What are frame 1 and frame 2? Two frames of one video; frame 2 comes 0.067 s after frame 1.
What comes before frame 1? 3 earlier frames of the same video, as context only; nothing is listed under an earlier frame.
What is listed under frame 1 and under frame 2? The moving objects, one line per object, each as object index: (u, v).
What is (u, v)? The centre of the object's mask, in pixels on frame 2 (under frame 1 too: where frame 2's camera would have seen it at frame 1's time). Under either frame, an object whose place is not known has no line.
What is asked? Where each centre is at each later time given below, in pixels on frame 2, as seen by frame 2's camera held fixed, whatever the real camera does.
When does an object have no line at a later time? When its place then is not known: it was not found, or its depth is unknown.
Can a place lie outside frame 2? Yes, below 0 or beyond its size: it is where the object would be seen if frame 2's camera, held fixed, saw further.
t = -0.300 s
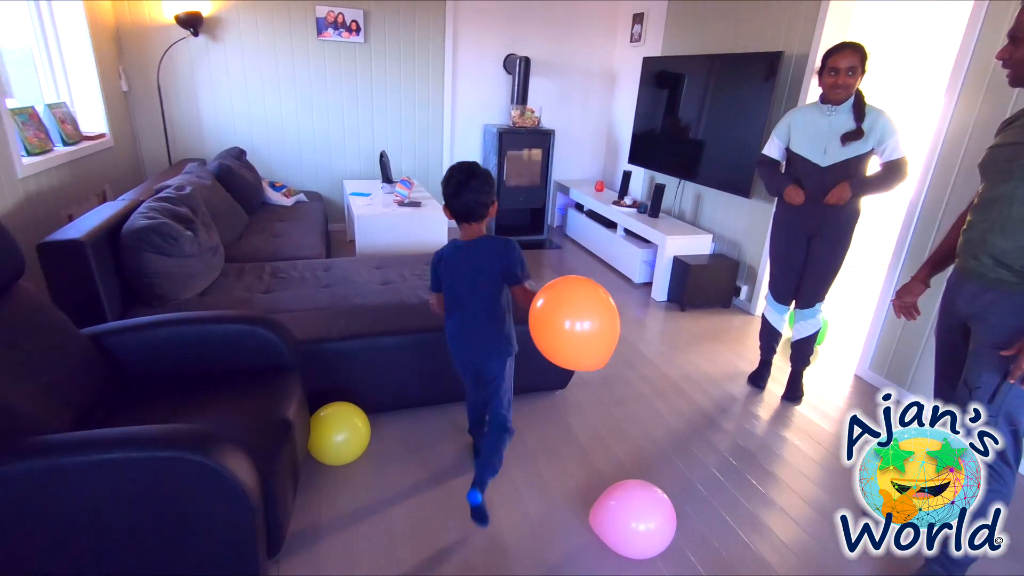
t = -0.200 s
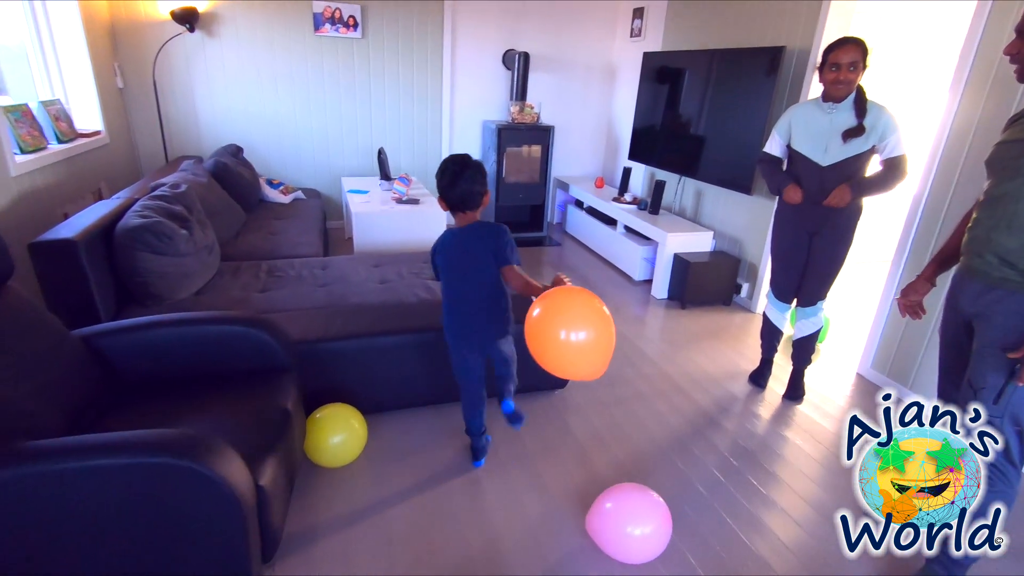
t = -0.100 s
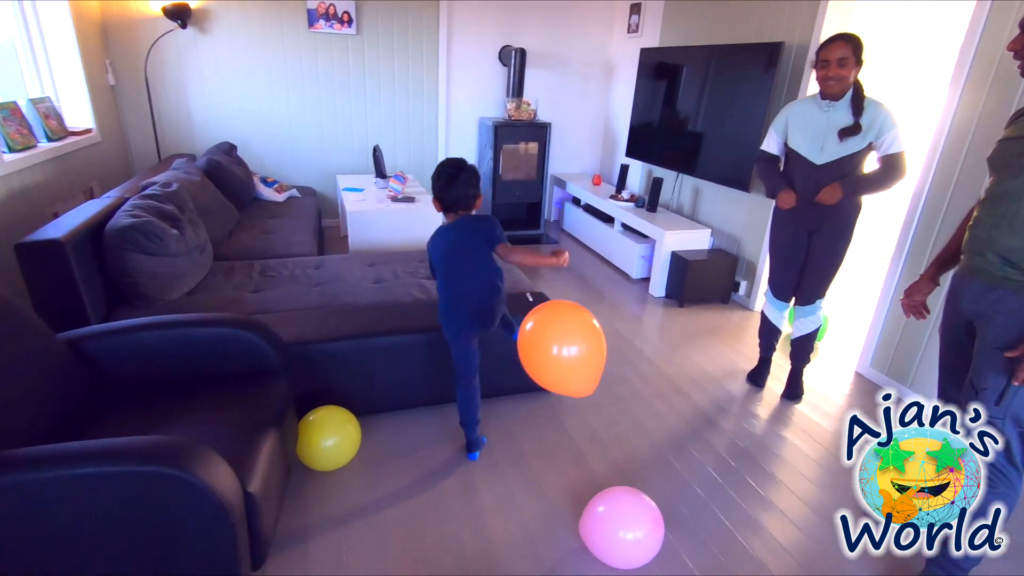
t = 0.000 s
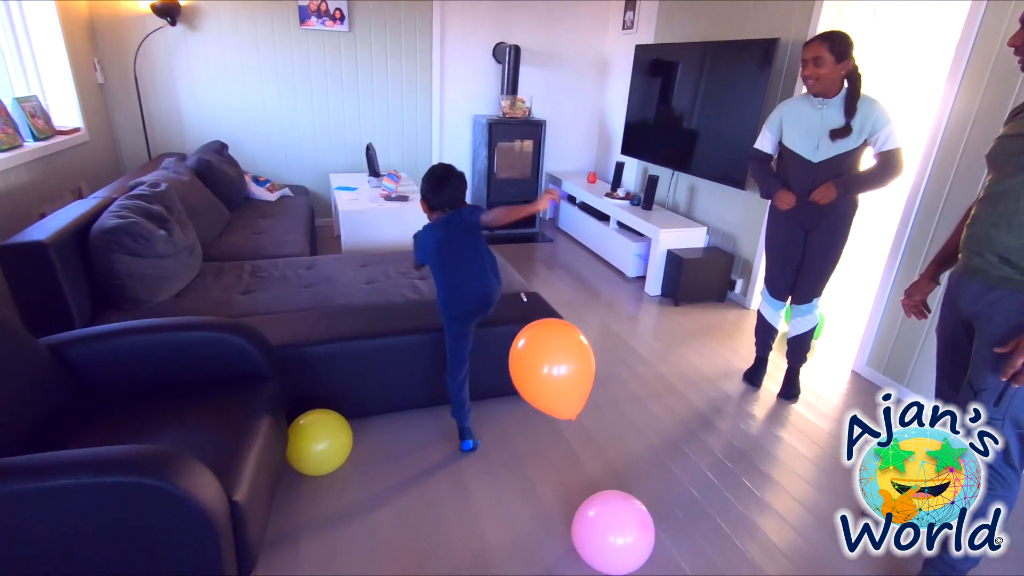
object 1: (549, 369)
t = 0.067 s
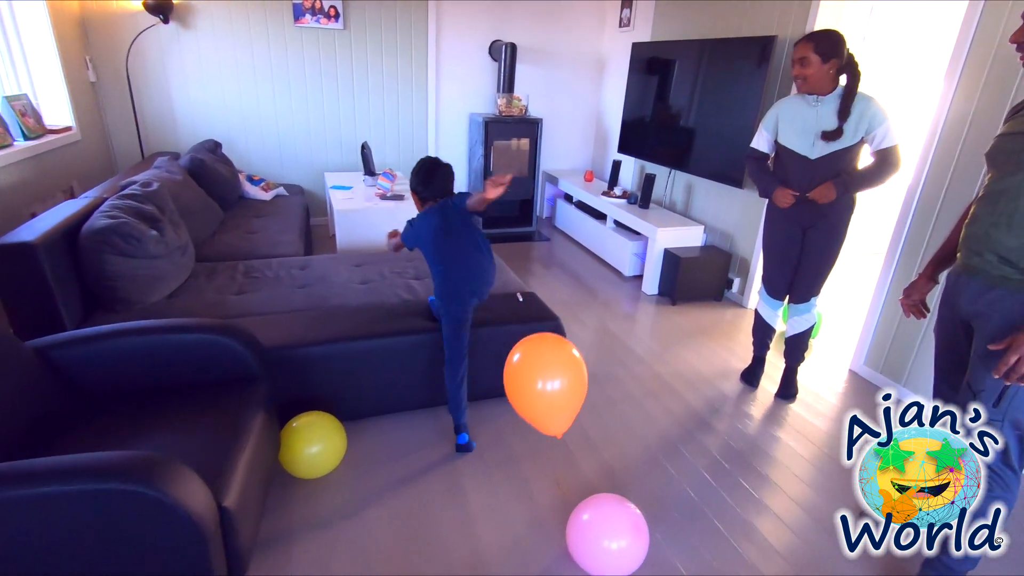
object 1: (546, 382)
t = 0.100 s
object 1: (545, 389)
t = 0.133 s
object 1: (544, 397)
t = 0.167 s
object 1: (542, 405)
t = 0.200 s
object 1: (541, 413)
